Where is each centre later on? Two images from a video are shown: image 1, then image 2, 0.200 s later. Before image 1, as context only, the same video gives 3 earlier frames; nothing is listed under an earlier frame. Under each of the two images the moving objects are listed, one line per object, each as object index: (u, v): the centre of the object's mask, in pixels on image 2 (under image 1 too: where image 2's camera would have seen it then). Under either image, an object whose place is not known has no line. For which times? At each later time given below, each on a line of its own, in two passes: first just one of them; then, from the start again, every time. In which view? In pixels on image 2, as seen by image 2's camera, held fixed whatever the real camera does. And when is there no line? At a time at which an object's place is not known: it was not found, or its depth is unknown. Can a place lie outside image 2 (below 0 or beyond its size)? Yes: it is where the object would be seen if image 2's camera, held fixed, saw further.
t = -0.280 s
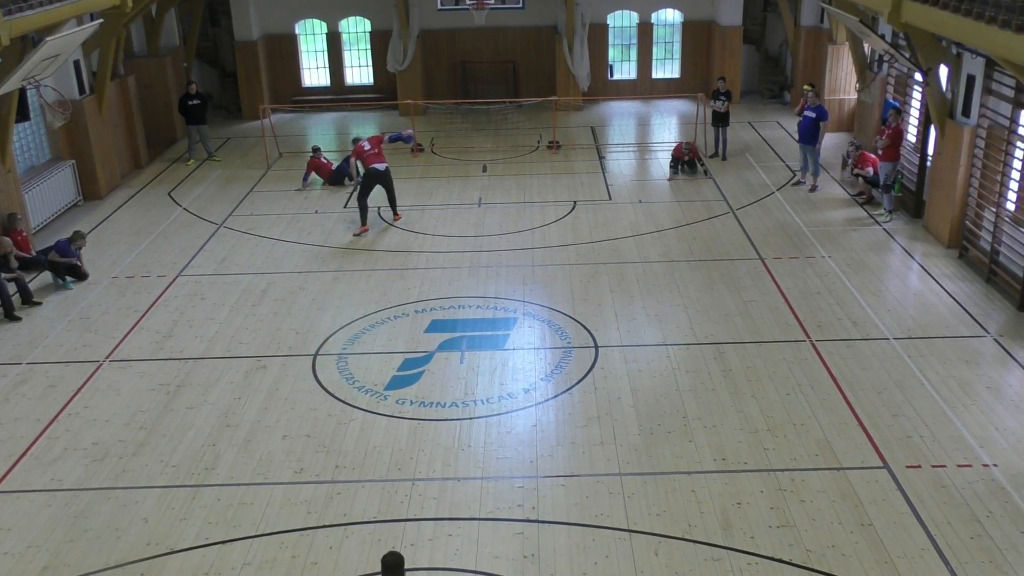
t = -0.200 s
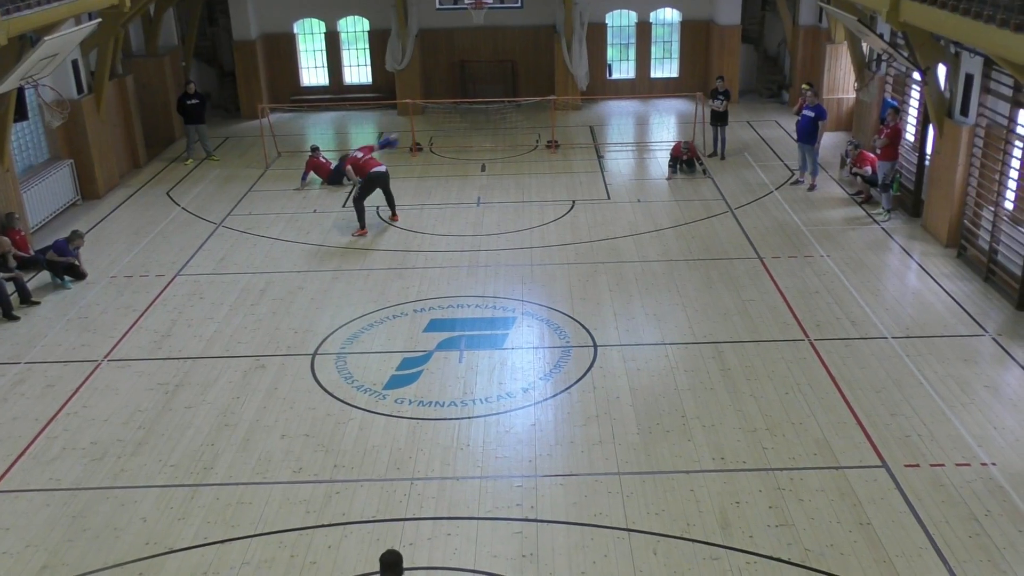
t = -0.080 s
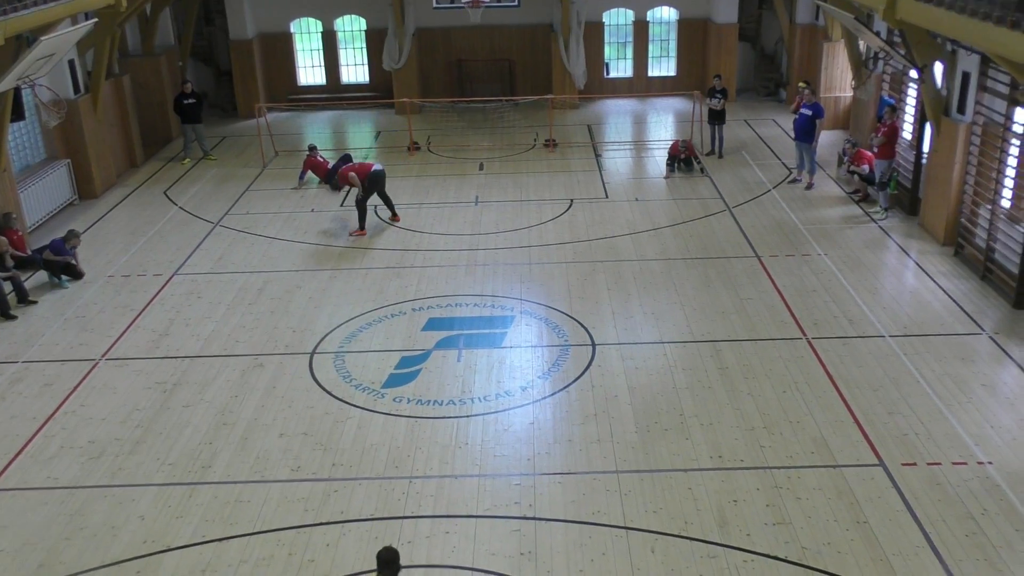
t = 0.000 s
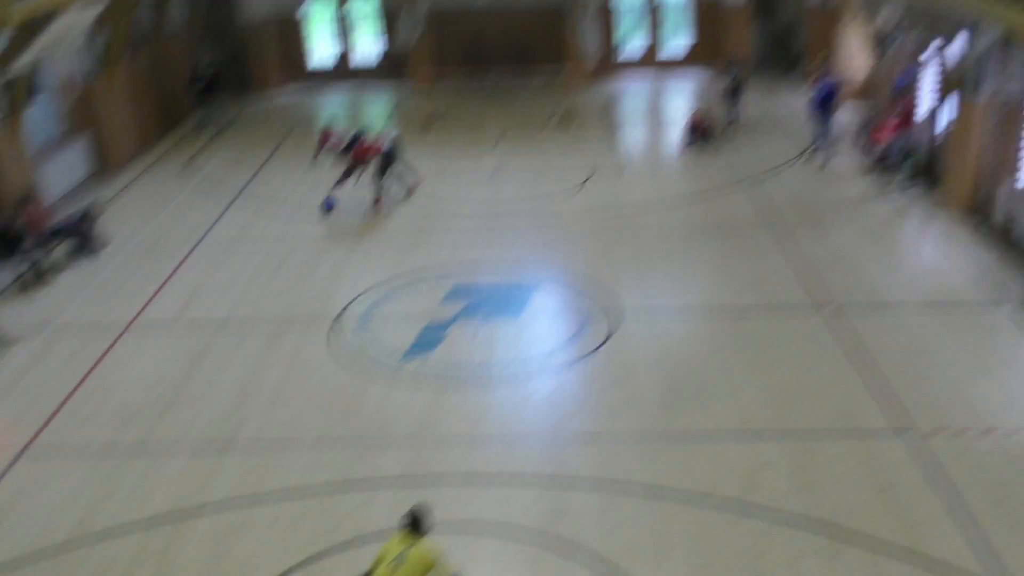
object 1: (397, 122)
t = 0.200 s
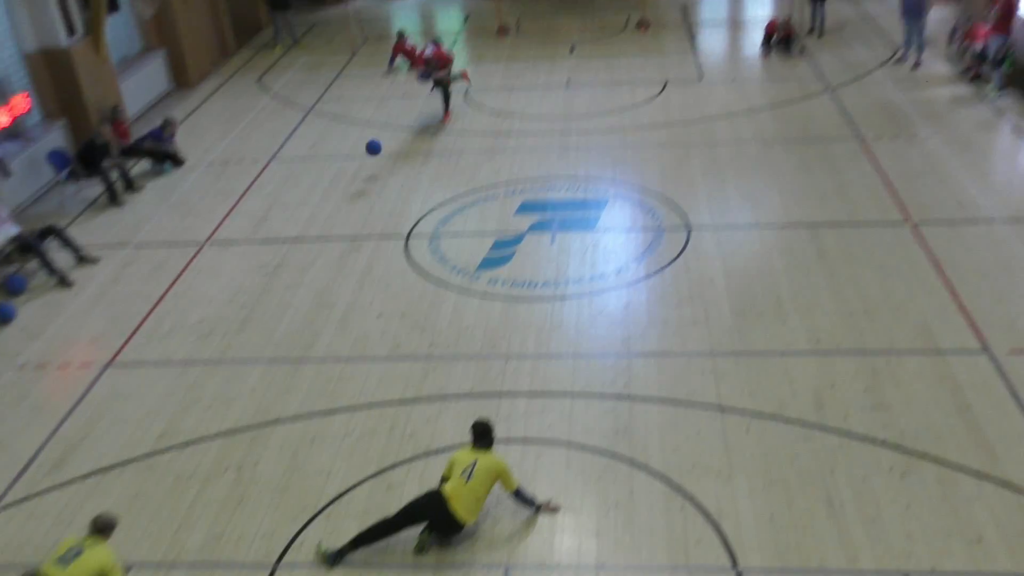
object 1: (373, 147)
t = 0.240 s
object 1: (368, 157)
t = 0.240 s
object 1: (368, 157)
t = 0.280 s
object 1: (363, 167)
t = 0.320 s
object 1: (357, 177)
